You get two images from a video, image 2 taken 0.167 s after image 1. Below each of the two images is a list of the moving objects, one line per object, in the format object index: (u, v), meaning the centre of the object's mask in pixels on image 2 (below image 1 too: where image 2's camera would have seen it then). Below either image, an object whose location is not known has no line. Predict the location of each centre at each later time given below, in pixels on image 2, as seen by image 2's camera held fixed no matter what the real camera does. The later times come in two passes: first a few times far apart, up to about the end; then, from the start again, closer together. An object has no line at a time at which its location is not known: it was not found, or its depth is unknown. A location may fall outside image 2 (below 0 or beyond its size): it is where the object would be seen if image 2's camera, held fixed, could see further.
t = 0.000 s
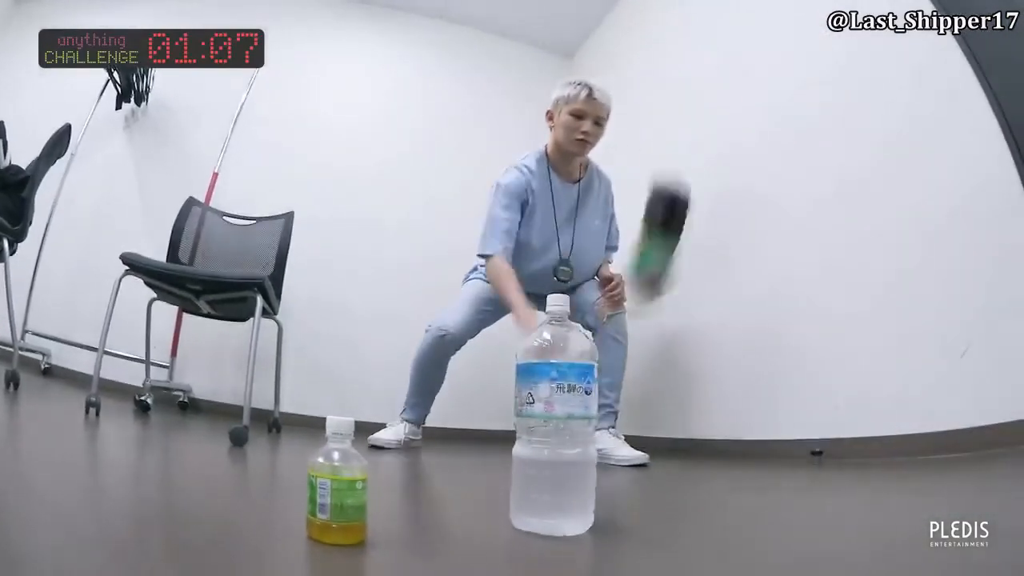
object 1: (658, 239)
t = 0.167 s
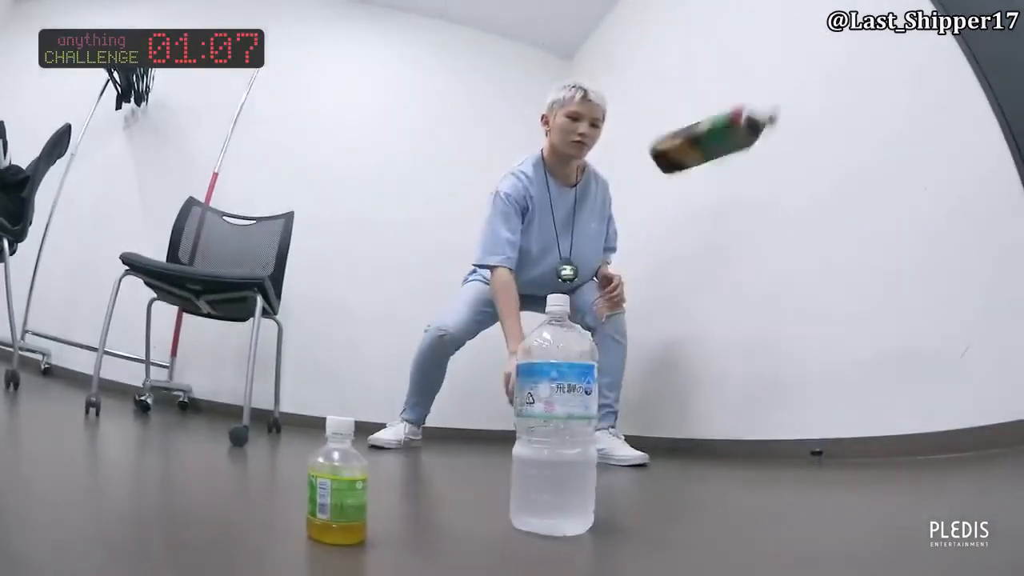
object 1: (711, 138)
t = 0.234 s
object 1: (728, 138)
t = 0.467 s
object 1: (833, 413)
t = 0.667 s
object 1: (886, 418)
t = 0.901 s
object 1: (950, 482)
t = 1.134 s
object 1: (951, 484)
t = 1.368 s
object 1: (949, 490)
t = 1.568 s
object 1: (947, 493)
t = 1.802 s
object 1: (947, 493)
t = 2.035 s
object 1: (947, 494)
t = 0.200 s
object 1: (719, 136)
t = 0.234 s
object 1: (728, 138)
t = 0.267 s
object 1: (739, 145)
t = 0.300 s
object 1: (751, 160)
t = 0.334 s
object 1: (766, 183)
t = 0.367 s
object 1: (783, 216)
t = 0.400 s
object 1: (801, 265)
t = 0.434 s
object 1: (817, 322)
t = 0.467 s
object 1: (833, 413)
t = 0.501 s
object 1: (840, 427)
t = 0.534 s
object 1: (850, 426)
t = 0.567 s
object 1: (860, 422)
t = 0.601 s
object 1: (869, 420)
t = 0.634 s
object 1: (877, 418)
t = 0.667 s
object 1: (886, 418)
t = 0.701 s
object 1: (895, 419)
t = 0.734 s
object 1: (905, 422)
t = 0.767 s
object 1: (918, 424)
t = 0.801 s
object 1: (933, 434)
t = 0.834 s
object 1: (943, 454)
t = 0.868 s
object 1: (950, 480)
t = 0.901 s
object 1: (950, 482)
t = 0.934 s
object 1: (950, 483)
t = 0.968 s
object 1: (951, 483)
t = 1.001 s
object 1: (951, 483)
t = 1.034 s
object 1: (951, 483)
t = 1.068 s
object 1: (951, 483)
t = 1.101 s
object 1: (951, 484)
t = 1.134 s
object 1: (951, 484)
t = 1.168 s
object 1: (951, 484)
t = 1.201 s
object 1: (951, 484)
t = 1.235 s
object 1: (950, 484)
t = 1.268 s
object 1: (950, 485)
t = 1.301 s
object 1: (950, 485)
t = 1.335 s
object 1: (950, 487)
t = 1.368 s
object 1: (949, 490)
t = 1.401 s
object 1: (948, 493)
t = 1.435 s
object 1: (947, 493)
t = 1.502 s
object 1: (947, 494)
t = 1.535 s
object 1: (947, 493)
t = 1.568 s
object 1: (947, 493)
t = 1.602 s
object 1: (947, 493)
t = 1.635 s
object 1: (947, 494)
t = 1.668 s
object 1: (947, 493)
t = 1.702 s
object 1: (947, 494)
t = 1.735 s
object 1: (947, 493)
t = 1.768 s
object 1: (947, 494)
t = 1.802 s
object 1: (947, 493)
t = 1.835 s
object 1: (947, 493)
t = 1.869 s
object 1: (947, 493)
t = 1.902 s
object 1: (947, 493)
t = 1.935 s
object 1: (947, 493)
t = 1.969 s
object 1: (947, 493)
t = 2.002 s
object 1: (947, 494)
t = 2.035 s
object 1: (947, 494)
